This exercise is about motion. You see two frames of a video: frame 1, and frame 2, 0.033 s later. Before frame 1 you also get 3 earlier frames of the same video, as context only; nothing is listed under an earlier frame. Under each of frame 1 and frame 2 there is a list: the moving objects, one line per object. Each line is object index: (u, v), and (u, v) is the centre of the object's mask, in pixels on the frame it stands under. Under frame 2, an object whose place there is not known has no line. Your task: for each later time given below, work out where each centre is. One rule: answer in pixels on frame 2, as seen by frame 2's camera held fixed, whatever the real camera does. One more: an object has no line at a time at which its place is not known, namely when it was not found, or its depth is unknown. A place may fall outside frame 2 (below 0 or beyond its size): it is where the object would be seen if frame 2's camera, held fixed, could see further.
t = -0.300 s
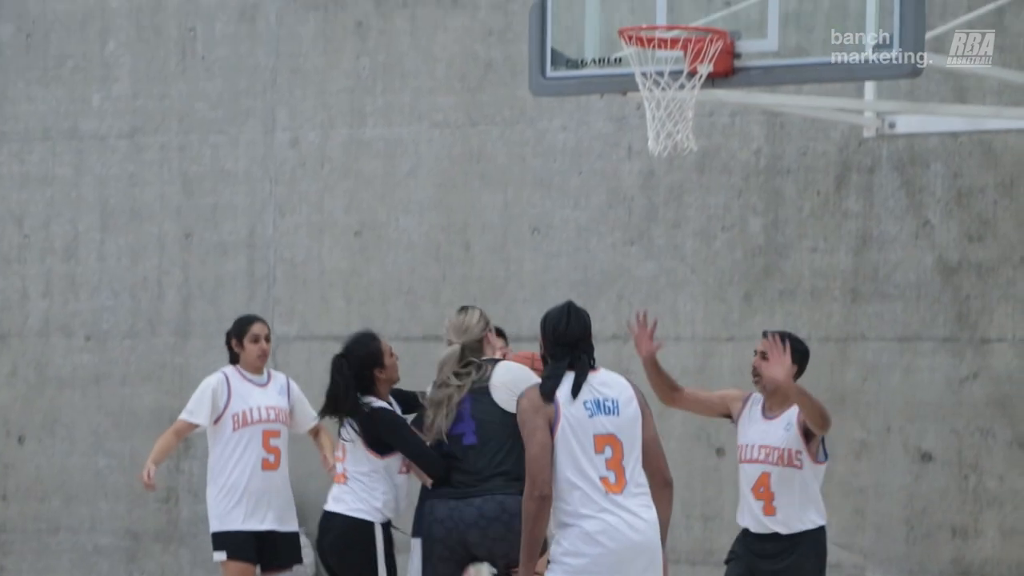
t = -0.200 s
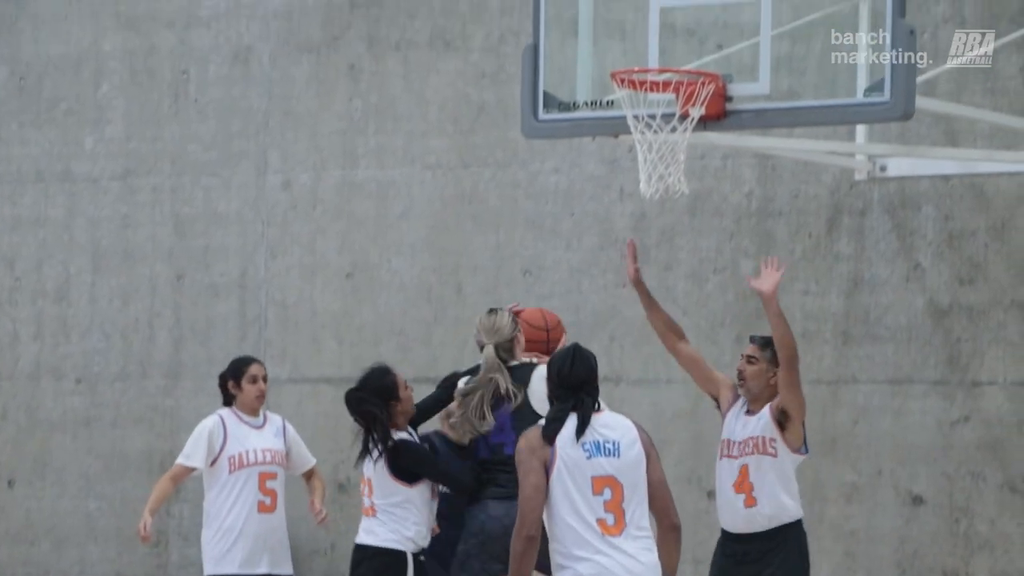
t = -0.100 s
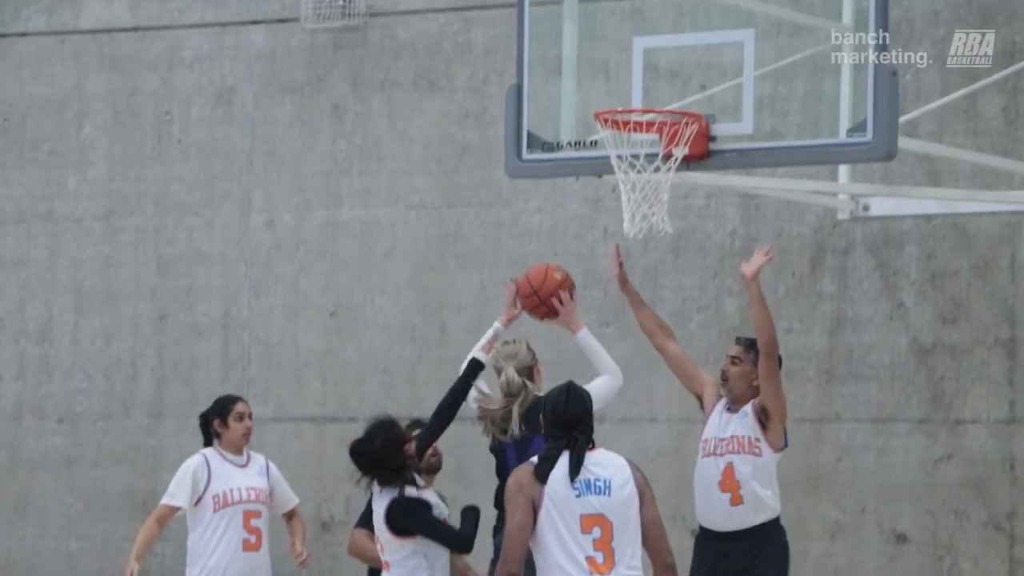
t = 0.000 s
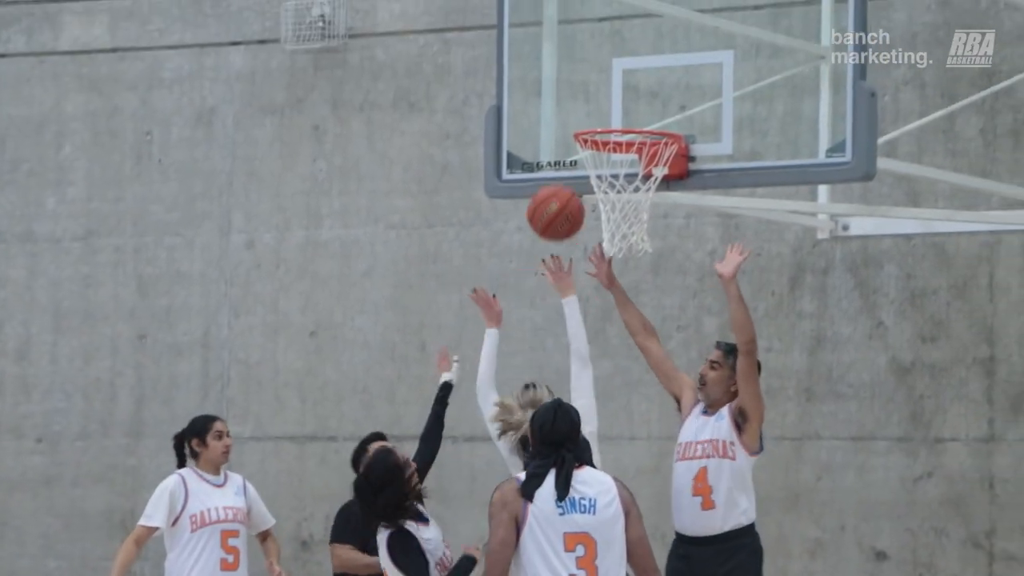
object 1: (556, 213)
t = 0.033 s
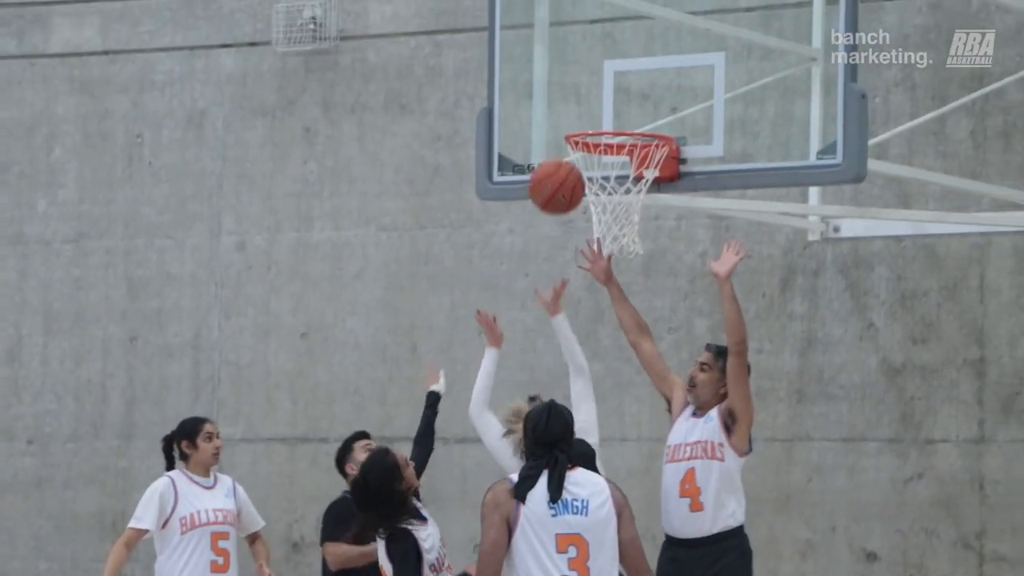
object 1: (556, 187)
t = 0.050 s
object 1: (562, 173)
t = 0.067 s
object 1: (567, 161)
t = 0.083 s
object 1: (572, 149)
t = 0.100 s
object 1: (577, 138)
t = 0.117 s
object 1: (582, 128)
